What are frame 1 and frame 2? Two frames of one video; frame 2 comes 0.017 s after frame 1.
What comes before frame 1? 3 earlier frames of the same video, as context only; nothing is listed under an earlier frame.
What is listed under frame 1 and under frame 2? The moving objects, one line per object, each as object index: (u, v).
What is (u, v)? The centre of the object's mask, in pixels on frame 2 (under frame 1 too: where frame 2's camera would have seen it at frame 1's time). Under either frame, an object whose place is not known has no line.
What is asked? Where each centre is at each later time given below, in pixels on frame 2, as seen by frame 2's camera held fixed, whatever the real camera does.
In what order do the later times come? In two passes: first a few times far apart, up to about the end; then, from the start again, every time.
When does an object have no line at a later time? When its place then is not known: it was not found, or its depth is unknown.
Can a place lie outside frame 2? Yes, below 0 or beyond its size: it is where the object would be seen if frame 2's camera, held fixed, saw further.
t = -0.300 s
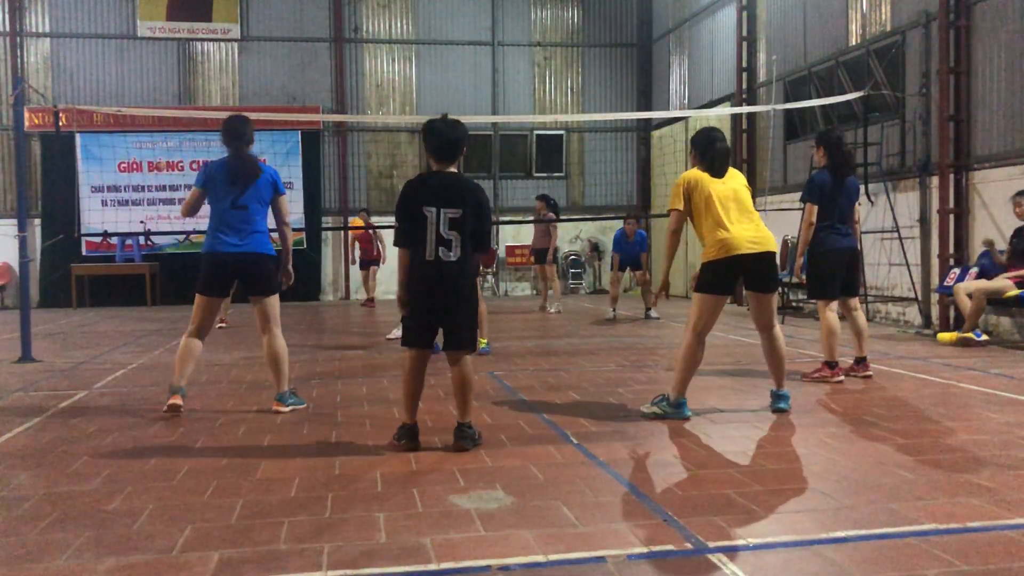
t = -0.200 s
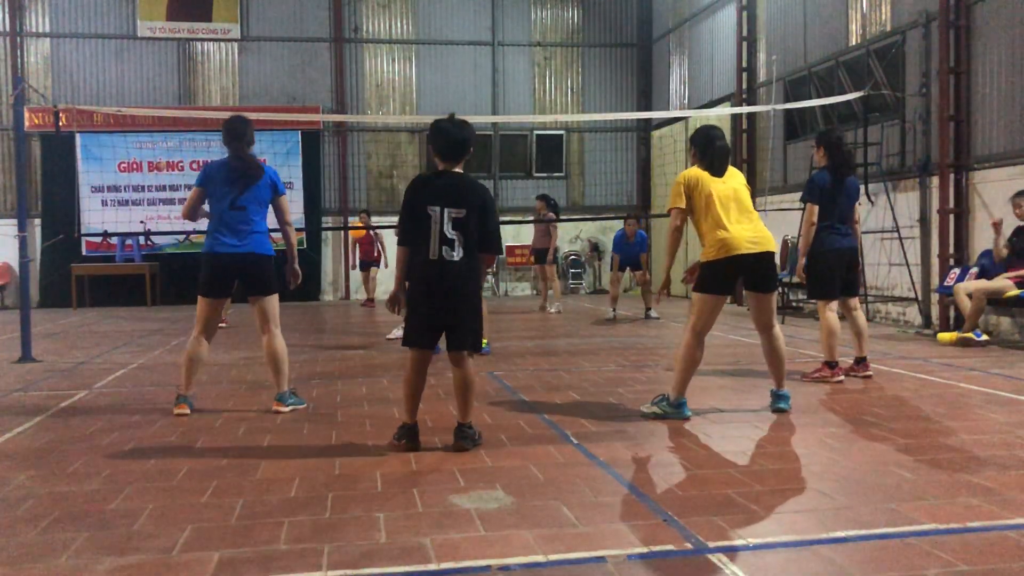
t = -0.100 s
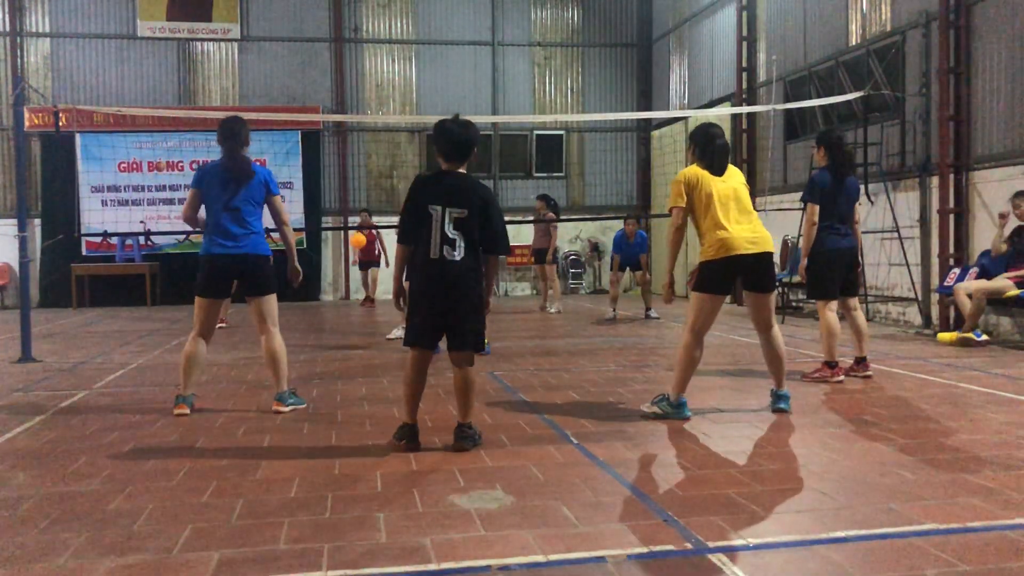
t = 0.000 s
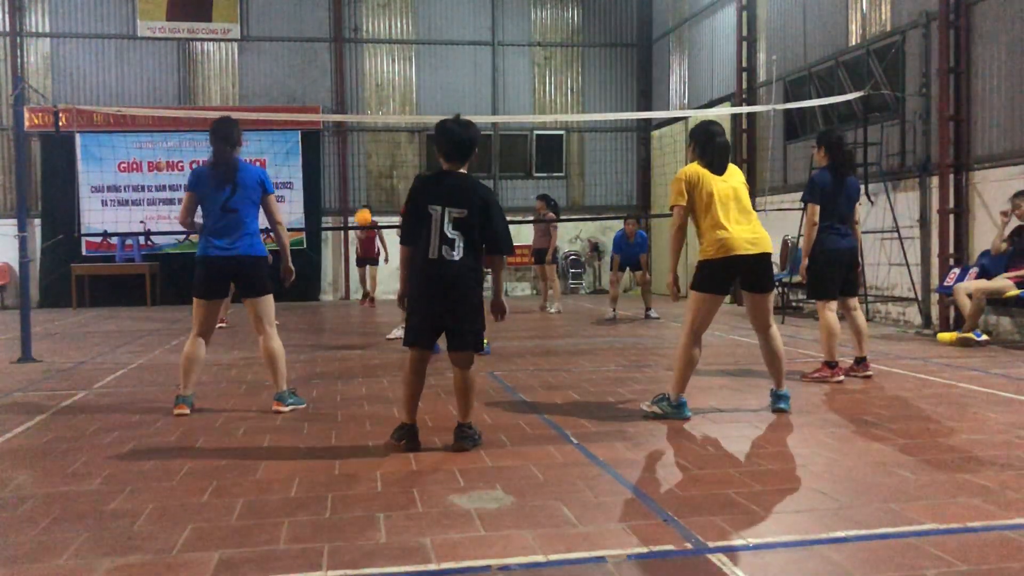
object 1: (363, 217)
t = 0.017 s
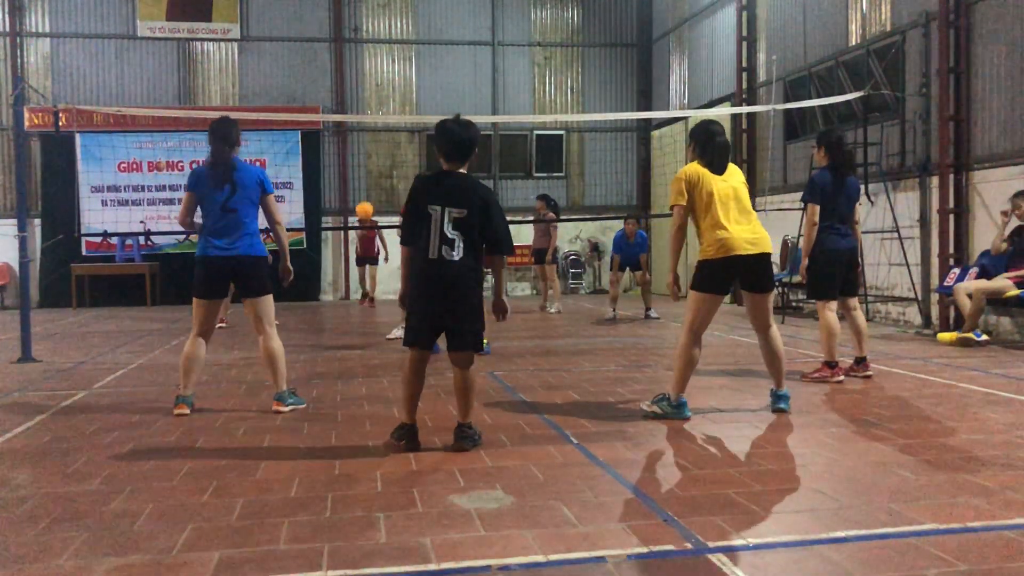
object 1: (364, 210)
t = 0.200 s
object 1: (381, 133)
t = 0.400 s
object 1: (402, 71)
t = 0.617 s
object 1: (430, 36)
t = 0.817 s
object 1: (460, 43)
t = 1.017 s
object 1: (492, 100)
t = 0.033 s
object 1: (366, 203)
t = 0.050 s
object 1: (367, 195)
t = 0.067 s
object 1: (368, 188)
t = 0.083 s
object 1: (370, 180)
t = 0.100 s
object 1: (371, 174)
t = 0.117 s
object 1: (373, 167)
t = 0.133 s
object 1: (374, 159)
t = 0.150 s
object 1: (376, 153)
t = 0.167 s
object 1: (378, 146)
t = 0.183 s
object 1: (379, 140)
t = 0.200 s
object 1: (381, 133)
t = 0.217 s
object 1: (383, 128)
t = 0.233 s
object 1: (384, 122)
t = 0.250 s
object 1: (386, 111)
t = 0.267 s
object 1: (388, 108)
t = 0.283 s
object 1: (389, 104)
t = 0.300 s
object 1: (391, 99)
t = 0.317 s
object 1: (393, 94)
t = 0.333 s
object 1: (394, 89)
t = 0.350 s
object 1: (396, 85)
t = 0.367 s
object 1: (398, 80)
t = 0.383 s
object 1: (400, 75)
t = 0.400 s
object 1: (402, 71)
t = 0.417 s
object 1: (403, 67)
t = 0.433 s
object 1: (406, 63)
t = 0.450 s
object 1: (408, 60)
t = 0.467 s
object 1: (410, 56)
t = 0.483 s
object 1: (412, 53)
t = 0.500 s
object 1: (414, 50)
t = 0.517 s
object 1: (416, 47)
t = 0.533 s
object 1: (418, 45)
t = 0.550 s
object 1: (421, 43)
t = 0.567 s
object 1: (423, 41)
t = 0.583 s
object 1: (425, 39)
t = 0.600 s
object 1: (428, 37)
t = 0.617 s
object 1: (430, 36)
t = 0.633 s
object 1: (432, 35)
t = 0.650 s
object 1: (435, 34)
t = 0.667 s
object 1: (437, 33)
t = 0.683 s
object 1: (439, 34)
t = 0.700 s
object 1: (442, 34)
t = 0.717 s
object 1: (444, 34)
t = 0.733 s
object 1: (447, 35)
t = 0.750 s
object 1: (449, 36)
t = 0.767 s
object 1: (452, 37)
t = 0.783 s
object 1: (454, 39)
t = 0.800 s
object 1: (457, 41)
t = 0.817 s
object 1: (460, 43)
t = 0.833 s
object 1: (462, 46)
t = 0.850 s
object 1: (464, 49)
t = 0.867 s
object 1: (467, 53)
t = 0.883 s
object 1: (470, 56)
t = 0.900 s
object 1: (473, 61)
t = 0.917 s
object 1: (476, 65)
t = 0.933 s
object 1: (478, 70)
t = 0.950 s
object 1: (481, 75)
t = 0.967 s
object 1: (484, 81)
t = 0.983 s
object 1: (487, 87)
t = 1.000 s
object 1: (489, 93)
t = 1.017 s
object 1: (492, 100)
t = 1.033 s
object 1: (495, 107)
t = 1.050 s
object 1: (498, 115)
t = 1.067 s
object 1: (501, 123)
